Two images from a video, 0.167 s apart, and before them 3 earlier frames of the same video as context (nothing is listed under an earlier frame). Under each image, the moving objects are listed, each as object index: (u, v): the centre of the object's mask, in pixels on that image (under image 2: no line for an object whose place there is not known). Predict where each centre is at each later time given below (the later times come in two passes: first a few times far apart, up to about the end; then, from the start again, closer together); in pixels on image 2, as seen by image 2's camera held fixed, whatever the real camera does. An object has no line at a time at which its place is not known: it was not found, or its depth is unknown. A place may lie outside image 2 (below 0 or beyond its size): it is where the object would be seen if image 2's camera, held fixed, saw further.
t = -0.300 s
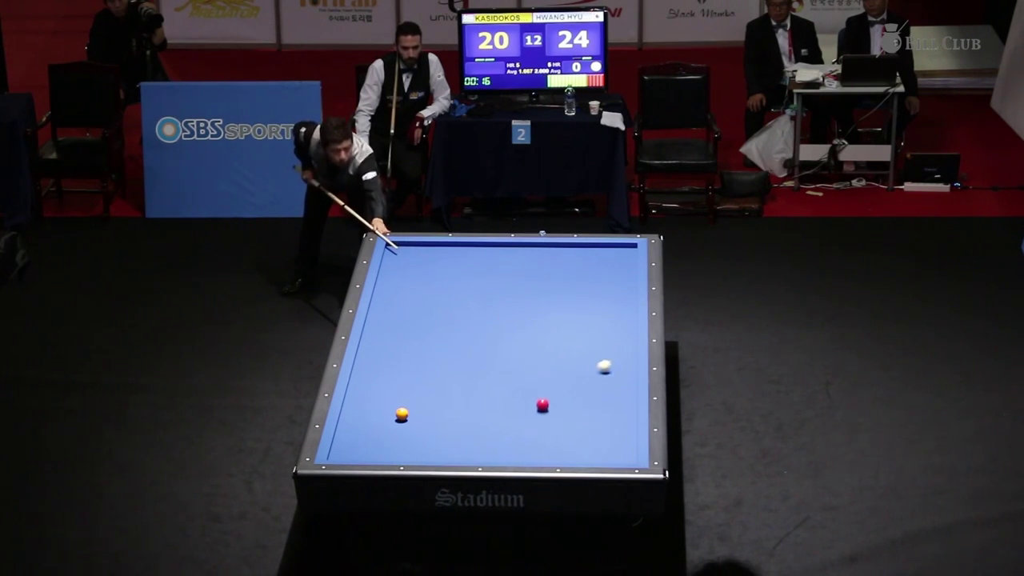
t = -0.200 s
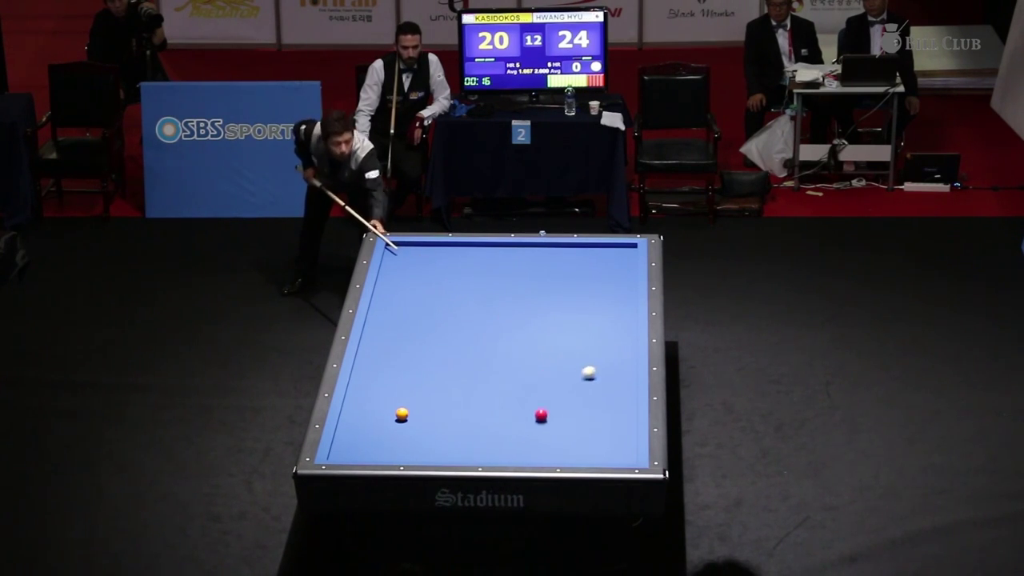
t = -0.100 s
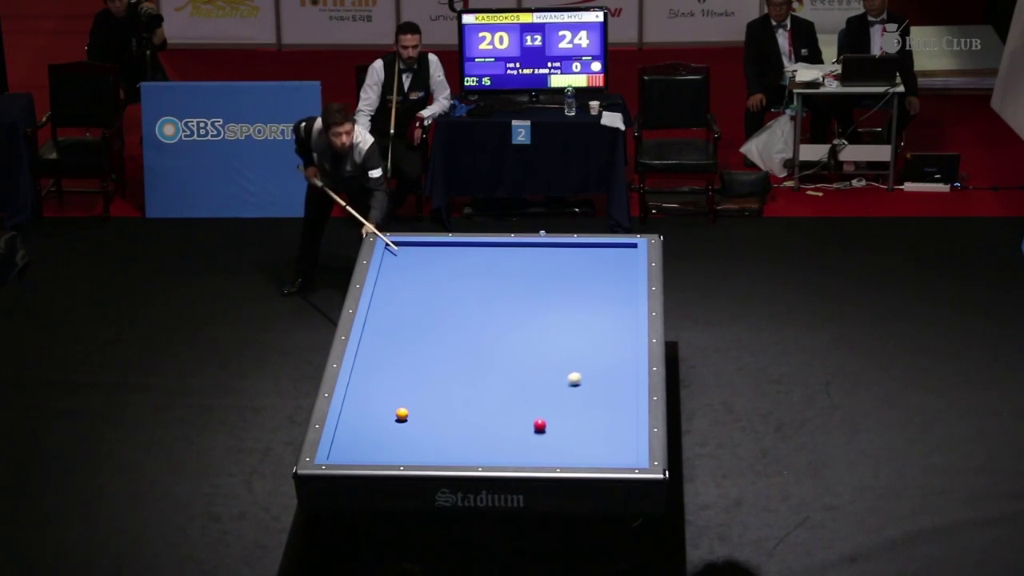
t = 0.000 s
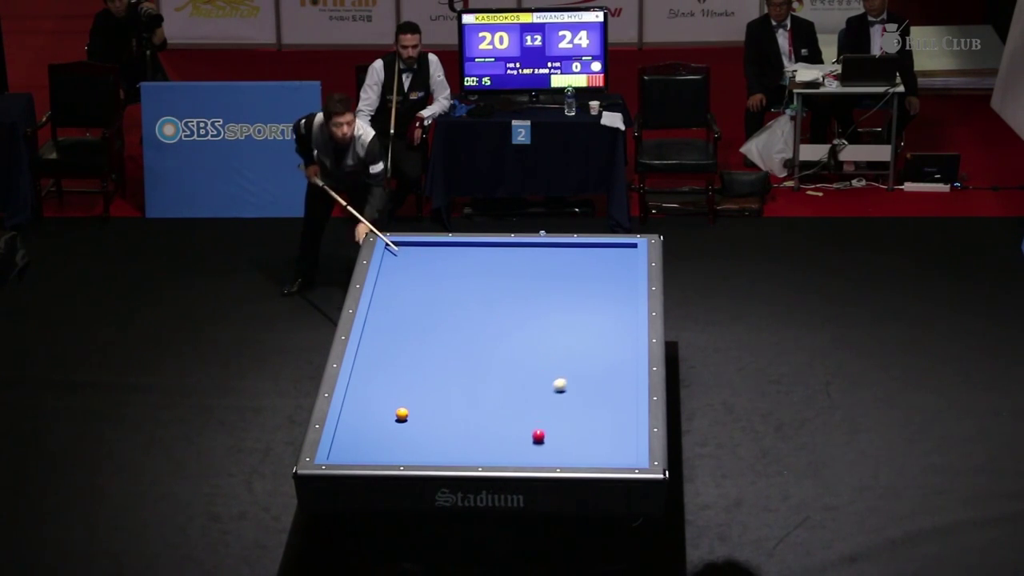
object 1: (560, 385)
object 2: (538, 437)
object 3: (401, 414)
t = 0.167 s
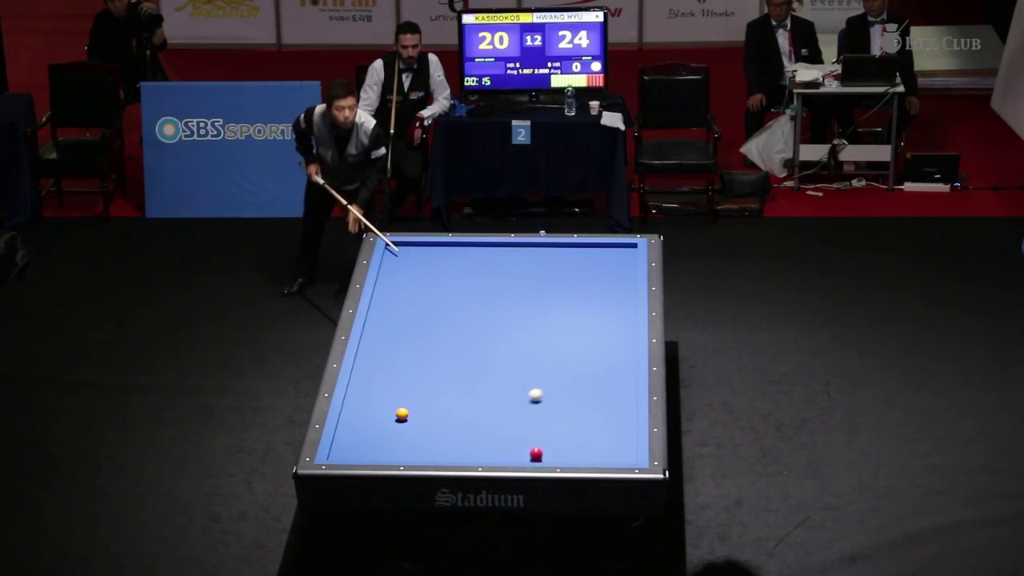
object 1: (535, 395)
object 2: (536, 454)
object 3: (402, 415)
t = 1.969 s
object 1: (377, 425)
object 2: (557, 363)
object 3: (401, 415)
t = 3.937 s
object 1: (415, 404)
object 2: (574, 283)
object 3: (487, 376)
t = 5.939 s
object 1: (423, 400)
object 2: (582, 258)
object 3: (554, 346)
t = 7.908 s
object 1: (423, 400)
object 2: (578, 285)
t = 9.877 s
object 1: (423, 400)
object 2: (574, 301)
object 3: (614, 318)
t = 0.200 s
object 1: (530, 398)
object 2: (535, 457)
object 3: (401, 415)
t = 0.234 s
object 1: (525, 400)
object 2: (535, 458)
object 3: (401, 415)
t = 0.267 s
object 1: (520, 402)
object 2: (535, 457)
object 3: (401, 415)
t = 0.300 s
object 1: (516, 404)
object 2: (536, 456)
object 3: (402, 415)
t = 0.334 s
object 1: (510, 406)
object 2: (536, 454)
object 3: (401, 415)
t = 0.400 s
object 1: (501, 410)
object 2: (537, 449)
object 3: (401, 414)
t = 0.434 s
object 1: (496, 412)
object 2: (538, 447)
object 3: (402, 415)
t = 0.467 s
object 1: (491, 415)
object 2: (538, 444)
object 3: (402, 415)
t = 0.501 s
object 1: (486, 417)
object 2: (539, 443)
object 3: (401, 415)
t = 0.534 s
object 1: (481, 419)
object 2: (539, 440)
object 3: (401, 415)
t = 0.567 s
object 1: (476, 421)
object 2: (540, 438)
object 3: (401, 414)
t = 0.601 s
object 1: (471, 423)
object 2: (540, 436)
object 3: (402, 415)
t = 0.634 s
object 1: (466, 425)
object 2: (541, 434)
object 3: (401, 415)
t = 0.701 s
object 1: (456, 430)
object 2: (542, 431)
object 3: (402, 415)
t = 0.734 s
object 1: (451, 432)
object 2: (542, 428)
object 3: (401, 415)
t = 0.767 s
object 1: (445, 434)
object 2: (542, 427)
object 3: (401, 415)
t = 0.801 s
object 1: (440, 436)
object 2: (543, 424)
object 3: (401, 415)
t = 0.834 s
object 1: (435, 438)
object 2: (543, 423)
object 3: (401, 415)
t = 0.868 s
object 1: (430, 440)
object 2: (544, 421)
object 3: (401, 415)
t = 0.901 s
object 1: (425, 443)
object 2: (544, 419)
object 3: (401, 415)
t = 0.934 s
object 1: (420, 445)
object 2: (545, 417)
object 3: (401, 414)
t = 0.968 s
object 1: (415, 447)
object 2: (545, 415)
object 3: (401, 415)
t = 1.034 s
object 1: (404, 452)
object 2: (546, 411)
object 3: (401, 415)
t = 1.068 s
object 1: (399, 453)
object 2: (546, 409)
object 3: (401, 415)
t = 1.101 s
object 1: (394, 455)
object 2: (547, 407)
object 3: (401, 414)
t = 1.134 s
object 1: (389, 456)
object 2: (547, 406)
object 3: (401, 415)
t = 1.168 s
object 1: (384, 457)
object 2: (548, 404)
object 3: (401, 415)
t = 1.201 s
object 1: (379, 455)
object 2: (548, 402)
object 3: (401, 414)
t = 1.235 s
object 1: (376, 455)
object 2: (549, 400)
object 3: (401, 415)
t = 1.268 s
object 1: (371, 453)
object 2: (549, 398)
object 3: (401, 414)
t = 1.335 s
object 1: (363, 451)
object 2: (550, 395)
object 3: (401, 415)
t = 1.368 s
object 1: (358, 450)
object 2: (550, 393)
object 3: (401, 415)
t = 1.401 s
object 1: (354, 449)
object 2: (550, 391)
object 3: (401, 415)
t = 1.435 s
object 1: (350, 447)
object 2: (551, 390)
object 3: (402, 415)
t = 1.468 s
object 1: (346, 446)
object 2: (551, 388)
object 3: (401, 415)
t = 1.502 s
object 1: (342, 444)
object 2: (552, 386)
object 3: (401, 415)
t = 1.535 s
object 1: (338, 443)
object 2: (552, 384)
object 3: (401, 414)
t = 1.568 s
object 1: (341, 442)
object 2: (552, 383)
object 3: (401, 415)
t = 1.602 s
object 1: (345, 441)
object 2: (553, 381)
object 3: (401, 415)
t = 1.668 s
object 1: (351, 437)
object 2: (554, 377)
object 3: (401, 415)
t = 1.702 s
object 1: (354, 436)
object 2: (554, 376)
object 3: (401, 415)
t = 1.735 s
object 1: (357, 435)
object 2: (554, 374)
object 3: (401, 414)
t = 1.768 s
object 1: (360, 433)
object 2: (555, 373)
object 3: (401, 415)
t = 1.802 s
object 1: (363, 432)
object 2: (555, 371)
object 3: (401, 415)
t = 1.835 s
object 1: (365, 430)
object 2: (556, 369)
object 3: (401, 414)
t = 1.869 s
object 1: (368, 429)
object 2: (556, 368)
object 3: (401, 415)
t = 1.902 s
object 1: (371, 428)
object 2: (556, 366)
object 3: (401, 415)
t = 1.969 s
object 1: (377, 425)
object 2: (557, 363)
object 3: (401, 415)
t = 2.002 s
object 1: (380, 424)
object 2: (557, 361)
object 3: (401, 415)
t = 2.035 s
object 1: (382, 423)
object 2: (558, 360)
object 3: (401, 415)
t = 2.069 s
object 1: (385, 421)
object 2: (558, 359)
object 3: (401, 415)
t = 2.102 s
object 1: (388, 420)
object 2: (558, 357)
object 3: (402, 415)
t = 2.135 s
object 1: (390, 419)
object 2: (559, 355)
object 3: (402, 415)
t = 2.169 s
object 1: (392, 418)
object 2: (559, 354)
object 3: (403, 414)
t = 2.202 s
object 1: (392, 418)
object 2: (559, 352)
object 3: (405, 413)
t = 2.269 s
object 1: (393, 417)
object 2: (560, 349)
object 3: (409, 411)
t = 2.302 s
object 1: (394, 416)
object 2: (560, 347)
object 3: (411, 410)
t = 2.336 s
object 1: (394, 416)
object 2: (561, 346)
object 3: (413, 409)
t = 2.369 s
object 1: (395, 416)
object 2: (561, 344)
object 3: (415, 409)
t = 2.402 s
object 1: (395, 416)
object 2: (562, 343)
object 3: (416, 408)
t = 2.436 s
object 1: (396, 416)
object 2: (562, 341)
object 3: (418, 407)
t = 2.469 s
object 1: (396, 415)
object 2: (562, 340)
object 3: (420, 406)
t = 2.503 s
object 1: (397, 415)
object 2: (563, 338)
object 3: (422, 406)
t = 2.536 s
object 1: (398, 414)
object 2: (563, 337)
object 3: (423, 405)
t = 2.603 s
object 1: (399, 414)
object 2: (563, 334)
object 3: (427, 403)
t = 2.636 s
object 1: (399, 413)
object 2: (564, 333)
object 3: (428, 402)
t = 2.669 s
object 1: (400, 413)
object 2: (564, 331)
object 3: (430, 402)
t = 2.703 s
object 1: (400, 413)
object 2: (565, 330)
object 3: (432, 401)
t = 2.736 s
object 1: (401, 413)
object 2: (565, 329)
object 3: (433, 400)
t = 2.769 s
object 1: (401, 412)
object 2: (565, 327)
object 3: (435, 400)
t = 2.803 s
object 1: (402, 412)
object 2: (566, 325)
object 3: (437, 399)
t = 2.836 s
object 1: (402, 412)
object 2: (566, 324)
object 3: (438, 398)
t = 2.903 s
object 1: (403, 411)
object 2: (567, 322)
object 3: (441, 397)
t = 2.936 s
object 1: (404, 411)
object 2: (567, 320)
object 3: (443, 395)
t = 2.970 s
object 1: (404, 410)
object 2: (567, 319)
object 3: (444, 395)
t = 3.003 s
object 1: (404, 410)
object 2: (567, 317)
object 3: (446, 394)
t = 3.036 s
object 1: (405, 410)
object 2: (568, 316)
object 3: (448, 393)
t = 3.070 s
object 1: (405, 410)
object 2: (568, 315)
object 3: (449, 392)
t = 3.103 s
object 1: (406, 409)
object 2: (568, 314)
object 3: (451, 392)
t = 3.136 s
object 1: (406, 409)
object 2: (569, 312)
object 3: (452, 391)
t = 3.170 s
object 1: (407, 409)
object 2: (569, 311)
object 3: (454, 391)
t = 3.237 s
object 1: (408, 409)
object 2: (569, 308)
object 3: (457, 389)
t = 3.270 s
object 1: (408, 408)
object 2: (570, 307)
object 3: (458, 389)
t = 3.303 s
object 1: (408, 408)
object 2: (570, 306)
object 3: (460, 388)
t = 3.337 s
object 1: (409, 408)
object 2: (570, 305)
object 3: (462, 387)
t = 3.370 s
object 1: (409, 408)
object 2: (570, 303)
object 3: (463, 387)
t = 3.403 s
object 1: (409, 407)
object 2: (570, 302)
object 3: (464, 386)
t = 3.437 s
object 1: (410, 407)
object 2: (571, 301)
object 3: (466, 386)
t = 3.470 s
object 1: (410, 407)
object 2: (571, 299)
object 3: (467, 385)
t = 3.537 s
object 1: (411, 406)
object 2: (571, 297)
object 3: (470, 384)
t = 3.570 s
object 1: (411, 406)
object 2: (572, 296)
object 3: (472, 382)
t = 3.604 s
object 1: (412, 406)
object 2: (572, 295)
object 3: (473, 382)
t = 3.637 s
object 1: (412, 406)
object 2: (572, 294)
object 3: (475, 381)
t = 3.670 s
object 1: (412, 406)
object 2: (573, 292)
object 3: (476, 381)
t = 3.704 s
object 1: (413, 406)
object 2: (573, 291)
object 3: (477, 380)
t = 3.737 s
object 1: (413, 405)
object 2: (573, 290)
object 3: (479, 379)
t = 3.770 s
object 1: (413, 405)
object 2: (574, 289)
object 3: (480, 379)
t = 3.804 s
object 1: (414, 405)
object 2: (574, 288)
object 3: (481, 379)
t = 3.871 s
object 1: (414, 405)
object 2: (574, 285)
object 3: (484, 377)
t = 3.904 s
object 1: (415, 404)
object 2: (574, 284)
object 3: (486, 376)
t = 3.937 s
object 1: (415, 404)
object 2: (574, 283)
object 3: (487, 376)
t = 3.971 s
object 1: (415, 404)
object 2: (575, 282)
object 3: (488, 375)
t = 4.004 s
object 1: (416, 404)
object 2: (575, 281)
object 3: (490, 375)
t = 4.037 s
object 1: (416, 404)
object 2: (575, 279)
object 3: (491, 374)
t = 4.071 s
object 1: (416, 404)
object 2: (576, 278)
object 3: (492, 374)
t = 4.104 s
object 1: (416, 403)
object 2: (576, 277)
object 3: (494, 373)
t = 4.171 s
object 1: (417, 403)
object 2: (576, 275)
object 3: (496, 372)
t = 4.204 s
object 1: (417, 403)
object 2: (577, 274)
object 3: (497, 371)
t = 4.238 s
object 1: (417, 403)
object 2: (577, 273)
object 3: (499, 370)
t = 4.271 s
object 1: (418, 403)
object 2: (577, 271)
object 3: (500, 370)
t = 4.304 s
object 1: (418, 403)
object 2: (577, 270)
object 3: (501, 369)
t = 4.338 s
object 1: (418, 402)
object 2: (577, 269)
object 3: (503, 369)
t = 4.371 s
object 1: (418, 402)
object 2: (578, 268)
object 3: (504, 368)
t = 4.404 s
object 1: (418, 402)
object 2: (578, 267)
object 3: (505, 368)
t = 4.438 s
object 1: (419, 402)
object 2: (578, 266)
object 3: (506, 367)
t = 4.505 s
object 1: (419, 402)
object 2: (578, 264)
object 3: (509, 366)
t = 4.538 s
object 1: (419, 402)
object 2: (579, 263)
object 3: (510, 366)
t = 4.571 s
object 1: (419, 402)
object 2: (579, 262)
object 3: (511, 365)
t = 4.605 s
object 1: (419, 402)
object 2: (579, 261)
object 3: (512, 365)
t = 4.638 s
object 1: (420, 401)
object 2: (579, 260)
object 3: (514, 364)
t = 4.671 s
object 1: (420, 401)
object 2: (580, 259)
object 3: (515, 364)
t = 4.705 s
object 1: (420, 401)
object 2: (580, 258)
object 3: (516, 363)
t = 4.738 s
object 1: (420, 401)
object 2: (580, 257)
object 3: (517, 363)
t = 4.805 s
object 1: (421, 401)
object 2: (580, 255)
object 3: (520, 361)
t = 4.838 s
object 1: (421, 401)
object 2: (581, 254)
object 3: (521, 361)
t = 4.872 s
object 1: (421, 401)
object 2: (581, 253)
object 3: (522, 360)
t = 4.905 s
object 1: (421, 401)
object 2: (581, 252)
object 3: (523, 360)
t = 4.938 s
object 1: (421, 401)
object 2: (581, 251)
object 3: (524, 359)
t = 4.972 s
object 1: (421, 400)
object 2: (581, 250)
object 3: (525, 358)
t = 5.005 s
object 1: (422, 400)
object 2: (581, 249)
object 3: (526, 358)
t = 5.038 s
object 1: (422, 400)
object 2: (581, 248)
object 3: (527, 358)
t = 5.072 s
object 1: (422, 401)
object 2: (581, 247)
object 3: (528, 357)
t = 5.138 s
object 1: (422, 400)
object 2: (582, 246)
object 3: (531, 356)
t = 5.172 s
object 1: (422, 400)
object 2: (582, 246)
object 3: (532, 356)
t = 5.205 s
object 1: (422, 400)
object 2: (582, 246)
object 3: (533, 356)
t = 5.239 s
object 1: (422, 400)
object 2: (582, 247)
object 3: (534, 355)
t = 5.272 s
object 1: (422, 400)
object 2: (582, 247)
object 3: (535, 354)
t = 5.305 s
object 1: (422, 400)
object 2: (582, 248)
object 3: (536, 354)
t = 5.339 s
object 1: (422, 400)
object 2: (582, 248)
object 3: (537, 353)
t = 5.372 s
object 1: (422, 400)
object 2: (582, 249)
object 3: (538, 353)
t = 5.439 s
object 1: (422, 400)
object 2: (582, 250)
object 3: (540, 352)
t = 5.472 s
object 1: (422, 400)
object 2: (582, 250)
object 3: (541, 352)
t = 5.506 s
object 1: (423, 400)
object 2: (582, 251)
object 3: (542, 351)
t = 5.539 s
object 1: (422, 400)
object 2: (582, 251)
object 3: (543, 351)
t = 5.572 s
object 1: (422, 400)
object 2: (582, 252)
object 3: (544, 351)
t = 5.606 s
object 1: (422, 400)
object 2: (582, 253)
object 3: (545, 350)
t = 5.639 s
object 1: (422, 400)
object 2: (582, 253)
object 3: (546, 349)
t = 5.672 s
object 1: (423, 400)
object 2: (582, 254)
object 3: (547, 349)
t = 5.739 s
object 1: (423, 400)
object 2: (582, 255)
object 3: (549, 348)
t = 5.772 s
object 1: (423, 400)
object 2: (582, 256)
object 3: (550, 348)
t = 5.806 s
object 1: (423, 400)
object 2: (582, 256)
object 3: (551, 348)
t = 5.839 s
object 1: (423, 400)
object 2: (582, 257)
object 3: (552, 347)
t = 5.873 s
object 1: (423, 400)
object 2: (582, 257)
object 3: (552, 346)
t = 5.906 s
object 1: (423, 400)
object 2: (582, 258)
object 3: (553, 346)
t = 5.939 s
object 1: (423, 400)
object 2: (582, 258)
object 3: (554, 346)
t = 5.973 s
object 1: (423, 400)
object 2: (582, 259)
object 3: (555, 346)
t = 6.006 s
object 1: (423, 400)
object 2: (582, 259)
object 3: (556, 345)
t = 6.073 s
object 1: (423, 400)
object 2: (582, 260)
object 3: (557, 344)
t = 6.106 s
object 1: (423, 400)
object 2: (582, 261)
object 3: (559, 344)
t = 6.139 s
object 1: (423, 400)
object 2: (582, 261)
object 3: (560, 343)
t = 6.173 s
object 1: (423, 399)
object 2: (582, 262)
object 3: (561, 343)
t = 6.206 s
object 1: (423, 399)
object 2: (582, 262)
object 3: (561, 342)
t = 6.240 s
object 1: (423, 399)
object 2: (581, 263)
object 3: (562, 342)
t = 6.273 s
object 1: (423, 400)
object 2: (582, 264)
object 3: (563, 342)
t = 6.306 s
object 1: (423, 400)
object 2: (581, 264)
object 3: (564, 341)
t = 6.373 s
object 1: (422, 400)
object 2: (581, 265)
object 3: (565, 341)
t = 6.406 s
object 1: (422, 400)
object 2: (581, 266)
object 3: (566, 341)
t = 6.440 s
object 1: (423, 400)
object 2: (581, 266)
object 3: (567, 340)
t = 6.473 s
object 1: (423, 399)
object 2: (581, 266)
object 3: (568, 340)
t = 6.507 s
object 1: (423, 399)
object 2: (581, 267)
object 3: (569, 339)
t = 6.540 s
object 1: (423, 399)
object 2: (581, 267)
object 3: (570, 339)
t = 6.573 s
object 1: (423, 400)
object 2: (581, 268)
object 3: (570, 339)
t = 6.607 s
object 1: (423, 400)
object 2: (581, 268)
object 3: (571, 338)
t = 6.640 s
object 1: (423, 400)
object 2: (581, 269)
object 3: (572, 338)
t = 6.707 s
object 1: (423, 399)
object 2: (581, 270)
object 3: (573, 337)
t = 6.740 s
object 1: (423, 399)
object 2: (581, 270)
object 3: (574, 337)
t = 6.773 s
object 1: (423, 400)
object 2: (581, 271)
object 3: (575, 337)
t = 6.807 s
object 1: (423, 400)
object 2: (581, 271)
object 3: (575, 336)
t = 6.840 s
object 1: (423, 400)
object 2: (581, 272)
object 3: (576, 336)
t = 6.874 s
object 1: (423, 400)
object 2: (581, 272)
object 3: (577, 335)
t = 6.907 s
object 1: (423, 400)
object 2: (581, 273)
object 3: (578, 335)
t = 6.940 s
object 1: (423, 400)
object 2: (581, 273)
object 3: (578, 335)
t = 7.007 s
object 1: (423, 400)
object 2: (580, 274)
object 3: (580, 334)
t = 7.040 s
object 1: (423, 400)
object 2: (580, 274)
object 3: (580, 334)
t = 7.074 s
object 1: (423, 400)
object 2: (580, 275)
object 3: (581, 334)
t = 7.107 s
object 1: (423, 400)
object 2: (580, 275)
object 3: (582, 333)
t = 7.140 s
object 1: (423, 400)
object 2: (580, 276)
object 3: (582, 333)
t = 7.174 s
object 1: (423, 400)
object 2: (580, 276)
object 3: (583, 333)
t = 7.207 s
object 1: (423, 400)
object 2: (580, 276)
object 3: (583, 333)
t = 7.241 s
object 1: (423, 400)
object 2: (580, 277)
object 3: (584, 332)
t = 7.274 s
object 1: (423, 400)
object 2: (580, 277)
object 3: (585, 332)
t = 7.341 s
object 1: (423, 400)
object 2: (580, 278)
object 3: (586, 331)
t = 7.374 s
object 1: (423, 400)
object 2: (579, 278)
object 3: (587, 331)
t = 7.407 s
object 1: (423, 400)
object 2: (579, 279)
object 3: (587, 331)
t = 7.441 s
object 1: (423, 400)
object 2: (579, 280)
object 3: (588, 331)
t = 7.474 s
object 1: (423, 400)
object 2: (579, 280)
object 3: (588, 330)
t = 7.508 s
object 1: (423, 400)
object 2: (579, 280)
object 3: (589, 330)
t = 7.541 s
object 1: (423, 400)
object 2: (579, 281)
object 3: (590, 330)
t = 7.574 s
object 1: (423, 400)
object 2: (579, 281)
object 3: (590, 330)
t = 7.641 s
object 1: (423, 400)
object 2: (579, 282)
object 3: (591, 329)
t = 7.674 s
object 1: (423, 400)
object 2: (578, 282)
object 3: (592, 329)
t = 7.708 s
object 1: (423, 400)
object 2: (578, 283)
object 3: (591, 328)
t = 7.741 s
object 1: (423, 400)
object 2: (578, 283)
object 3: (589, 327)
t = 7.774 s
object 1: (423, 400)
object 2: (578, 283)
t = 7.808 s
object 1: (423, 400)
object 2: (578, 284)
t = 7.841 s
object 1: (423, 400)
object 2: (578, 284)
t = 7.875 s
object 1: (423, 400)
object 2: (578, 285)
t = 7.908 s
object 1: (423, 400)
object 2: (578, 285)
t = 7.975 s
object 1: (423, 400)
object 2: (578, 286)
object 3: (597, 327)
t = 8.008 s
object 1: (423, 400)
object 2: (578, 286)
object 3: (597, 326)
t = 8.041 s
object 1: (423, 400)
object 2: (578, 286)
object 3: (598, 326)
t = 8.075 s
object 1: (423, 400)
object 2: (577, 287)
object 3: (598, 326)
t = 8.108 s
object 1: (423, 400)
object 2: (577, 287)
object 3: (599, 326)
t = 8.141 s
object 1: (423, 400)
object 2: (577, 287)
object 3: (599, 325)
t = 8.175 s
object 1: (423, 400)
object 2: (577, 288)
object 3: (600, 325)
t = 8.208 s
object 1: (423, 400)
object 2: (577, 288)
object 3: (600, 325)
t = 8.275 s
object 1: (423, 400)
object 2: (577, 289)
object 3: (601, 325)
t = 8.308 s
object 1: (423, 400)
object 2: (577, 289)
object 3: (602, 324)
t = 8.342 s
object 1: (423, 400)
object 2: (577, 289)
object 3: (602, 324)
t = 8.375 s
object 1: (423, 400)
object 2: (577, 290)
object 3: (602, 324)
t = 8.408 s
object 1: (423, 400)
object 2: (577, 290)
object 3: (603, 324)
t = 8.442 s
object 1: (423, 399)
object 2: (577, 290)
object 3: (603, 324)
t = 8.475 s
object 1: (423, 398)
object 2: (576, 291)
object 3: (604, 323)
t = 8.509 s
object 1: (422, 397)
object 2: (576, 291)
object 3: (604, 323)
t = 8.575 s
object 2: (576, 292)
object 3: (605, 323)
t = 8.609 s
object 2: (576, 292)
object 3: (605, 323)
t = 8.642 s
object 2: (576, 292)
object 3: (606, 323)
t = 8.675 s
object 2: (576, 293)
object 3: (606, 323)
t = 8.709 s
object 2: (576, 293)
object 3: (606, 323)
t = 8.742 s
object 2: (576, 293)
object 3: (607, 322)
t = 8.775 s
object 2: (575, 293)
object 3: (607, 322)
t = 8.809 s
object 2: (575, 294)
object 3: (607, 322)
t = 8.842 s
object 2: (575, 294)
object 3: (608, 322)
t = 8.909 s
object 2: (575, 295)
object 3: (608, 322)
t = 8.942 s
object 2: (575, 295)
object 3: (608, 322)
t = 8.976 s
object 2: (575, 295)
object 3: (609, 321)
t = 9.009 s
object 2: (575, 295)
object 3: (609, 321)
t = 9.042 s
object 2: (575, 296)
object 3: (609, 321)
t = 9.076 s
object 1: (423, 399)
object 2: (575, 296)
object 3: (609, 321)
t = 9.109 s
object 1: (423, 399)
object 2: (575, 296)
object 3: (610, 321)
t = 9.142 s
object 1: (423, 399)
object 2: (574, 297)
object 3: (610, 321)
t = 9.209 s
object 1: (423, 399)
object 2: (575, 297)
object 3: (611, 320)
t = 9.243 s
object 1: (423, 399)
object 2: (574, 297)
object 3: (611, 320)
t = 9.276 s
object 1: (423, 399)
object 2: (574, 297)
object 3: (611, 320)
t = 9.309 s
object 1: (423, 399)
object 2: (574, 298)
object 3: (611, 320)
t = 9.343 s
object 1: (423, 399)
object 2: (574, 298)
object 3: (611, 320)
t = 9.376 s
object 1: (423, 399)
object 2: (574, 298)
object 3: (611, 320)
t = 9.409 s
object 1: (423, 399)
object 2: (574, 298)
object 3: (612, 319)
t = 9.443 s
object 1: (423, 399)
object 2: (574, 298)
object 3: (612, 319)
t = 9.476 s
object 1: (423, 399)
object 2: (574, 299)
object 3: (612, 319)
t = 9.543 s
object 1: (423, 399)
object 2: (575, 299)
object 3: (613, 319)
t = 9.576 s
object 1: (423, 399)
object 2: (574, 300)
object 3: (613, 319)
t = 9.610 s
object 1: (423, 399)
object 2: (574, 300)
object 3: (613, 319)
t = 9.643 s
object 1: (423, 399)
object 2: (574, 300)
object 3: (613, 319)
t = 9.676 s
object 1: (423, 399)
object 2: (575, 300)
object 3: (613, 319)
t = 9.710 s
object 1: (423, 399)
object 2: (575, 300)
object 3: (613, 319)
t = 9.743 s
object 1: (423, 400)
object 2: (575, 301)
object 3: (614, 318)
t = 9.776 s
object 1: (423, 400)
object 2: (574, 301)
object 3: (613, 319)
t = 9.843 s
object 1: (423, 400)
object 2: (574, 301)
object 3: (614, 318)
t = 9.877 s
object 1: (423, 400)
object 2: (574, 301)
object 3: (614, 318)
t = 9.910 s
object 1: (423, 400)
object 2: (574, 301)
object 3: (614, 318)
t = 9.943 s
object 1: (423, 400)
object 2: (574, 302)
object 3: (614, 318)
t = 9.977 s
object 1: (423, 400)
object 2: (574, 302)
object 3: (614, 318)
